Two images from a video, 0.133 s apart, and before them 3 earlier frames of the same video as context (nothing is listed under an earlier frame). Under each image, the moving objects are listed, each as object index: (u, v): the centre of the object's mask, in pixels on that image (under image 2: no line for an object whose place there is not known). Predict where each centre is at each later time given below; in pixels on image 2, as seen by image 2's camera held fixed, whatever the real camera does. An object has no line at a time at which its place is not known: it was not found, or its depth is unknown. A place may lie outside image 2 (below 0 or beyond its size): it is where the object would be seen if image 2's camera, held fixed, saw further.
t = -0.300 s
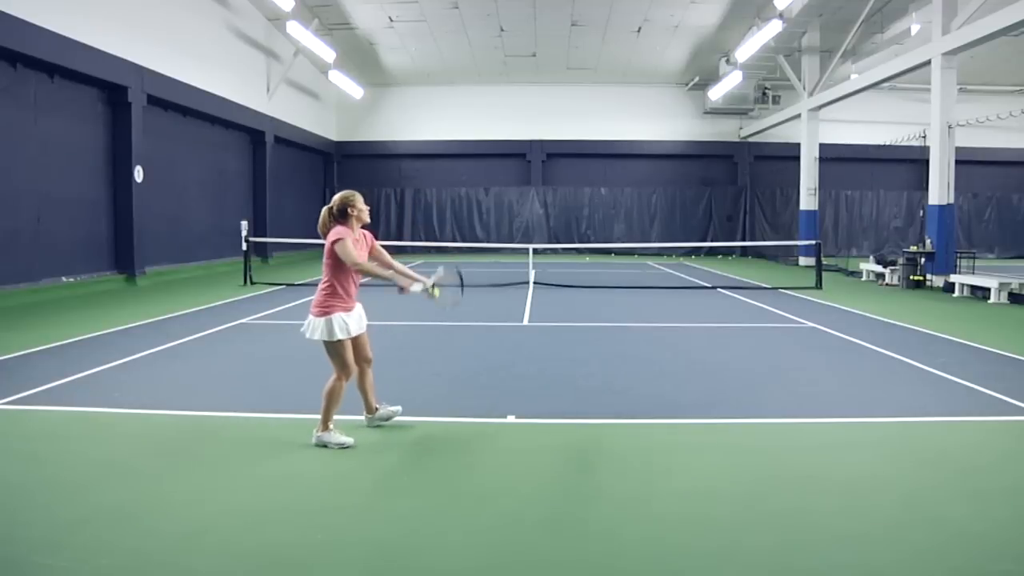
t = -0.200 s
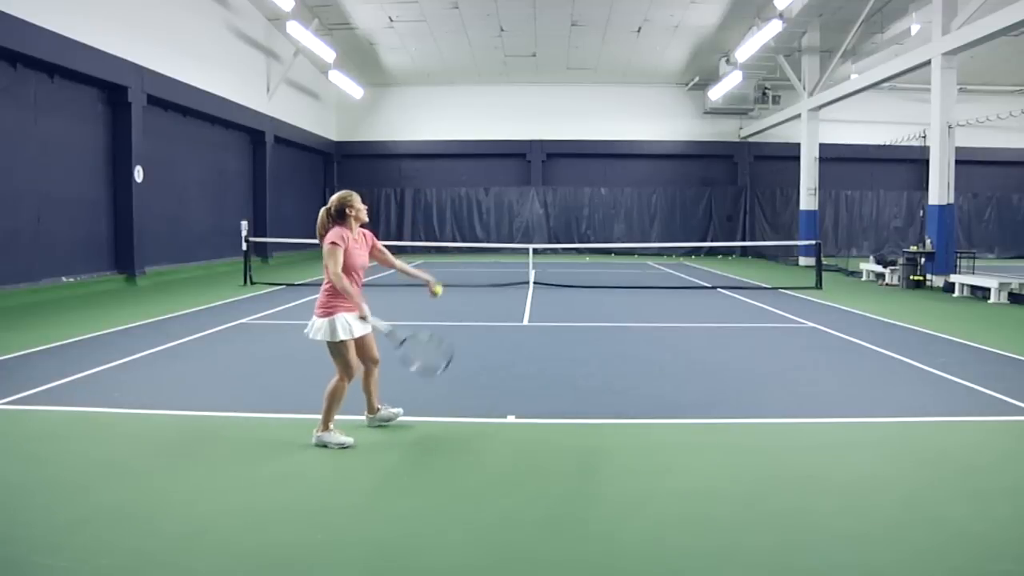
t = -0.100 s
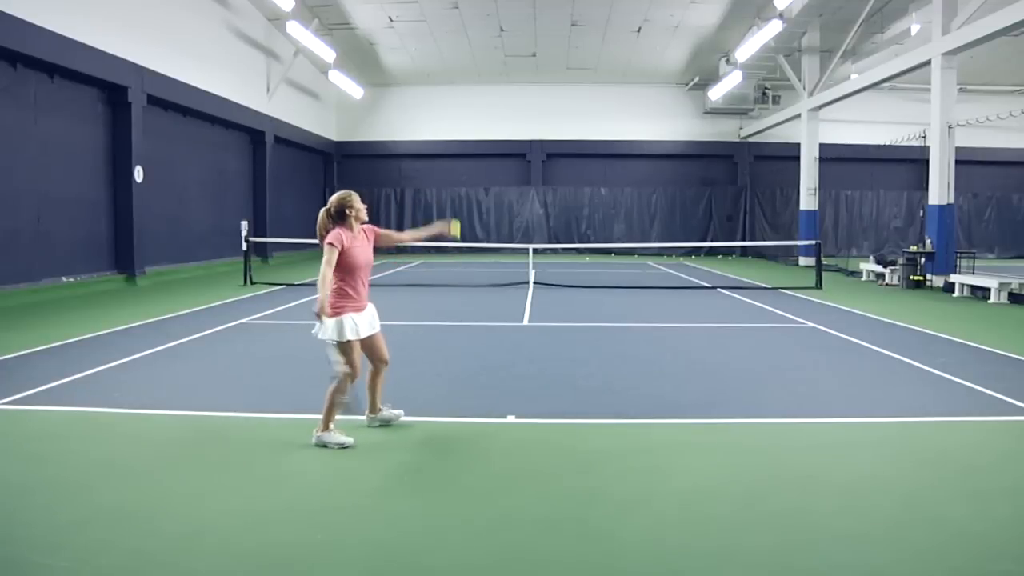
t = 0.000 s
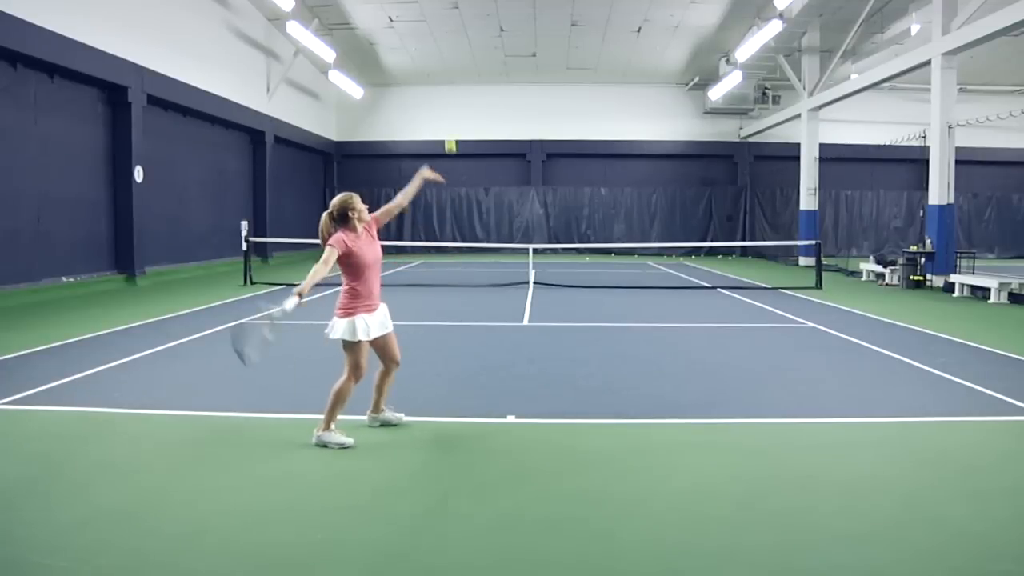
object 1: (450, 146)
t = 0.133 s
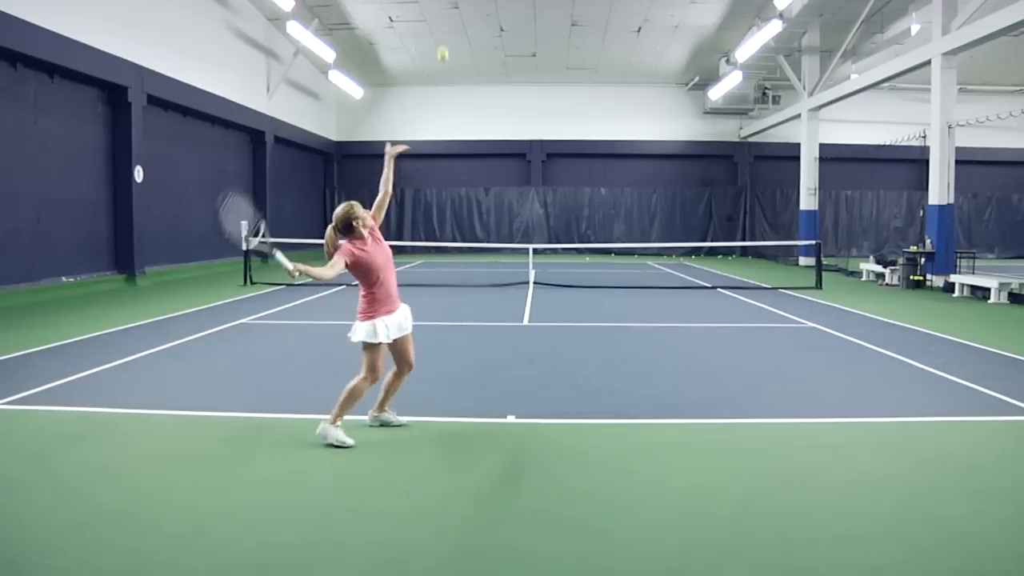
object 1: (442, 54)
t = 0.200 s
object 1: (439, 19)
